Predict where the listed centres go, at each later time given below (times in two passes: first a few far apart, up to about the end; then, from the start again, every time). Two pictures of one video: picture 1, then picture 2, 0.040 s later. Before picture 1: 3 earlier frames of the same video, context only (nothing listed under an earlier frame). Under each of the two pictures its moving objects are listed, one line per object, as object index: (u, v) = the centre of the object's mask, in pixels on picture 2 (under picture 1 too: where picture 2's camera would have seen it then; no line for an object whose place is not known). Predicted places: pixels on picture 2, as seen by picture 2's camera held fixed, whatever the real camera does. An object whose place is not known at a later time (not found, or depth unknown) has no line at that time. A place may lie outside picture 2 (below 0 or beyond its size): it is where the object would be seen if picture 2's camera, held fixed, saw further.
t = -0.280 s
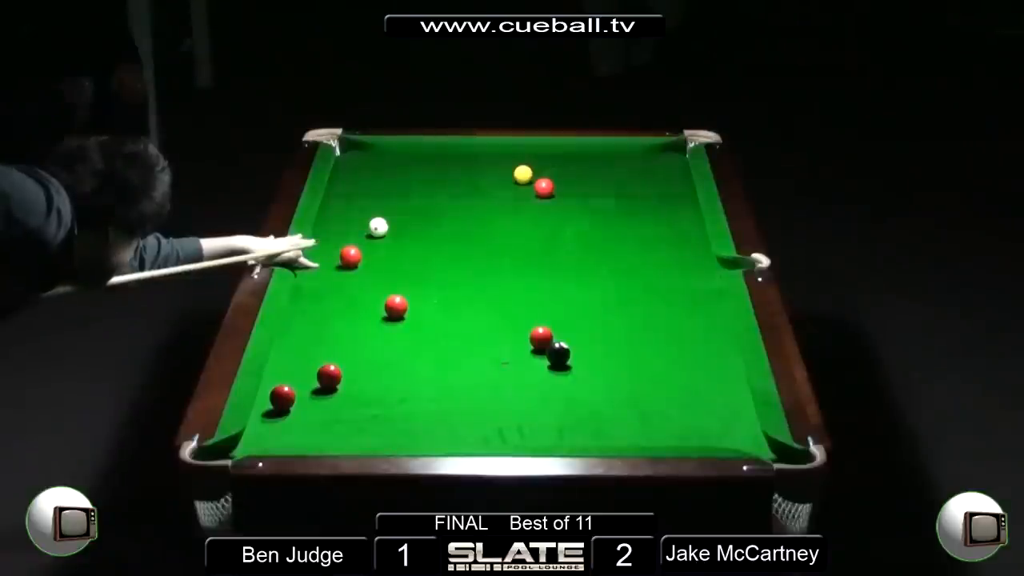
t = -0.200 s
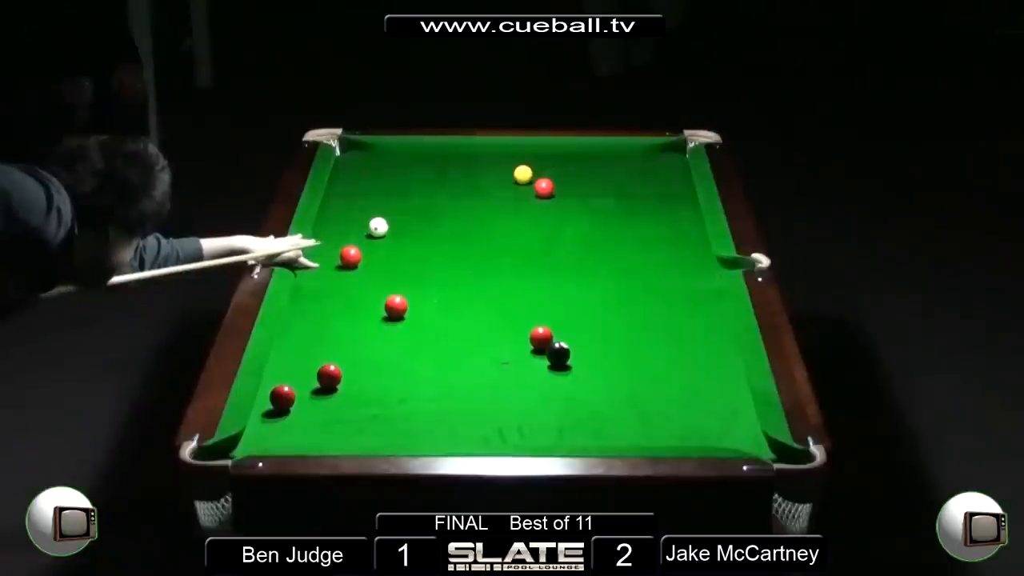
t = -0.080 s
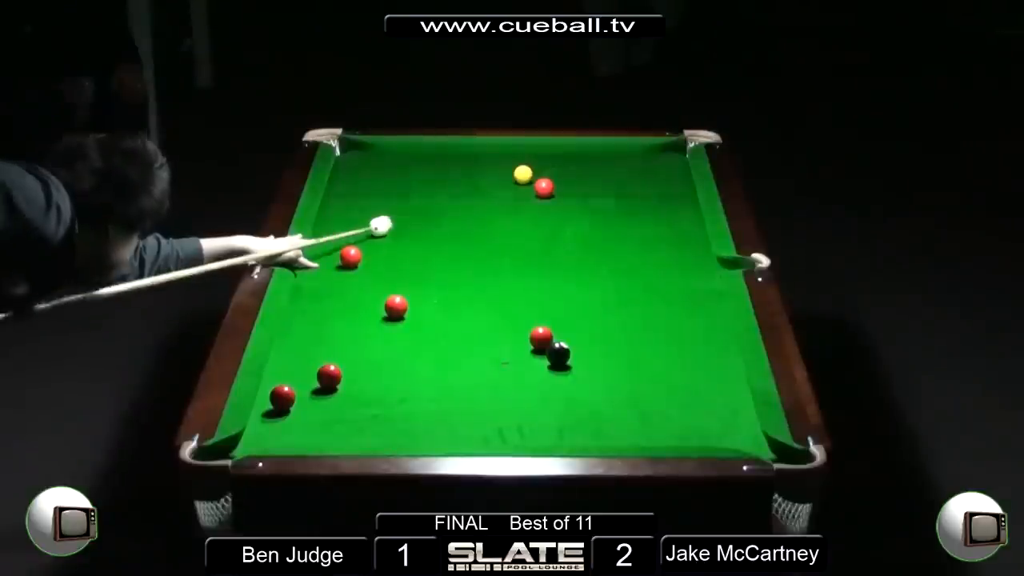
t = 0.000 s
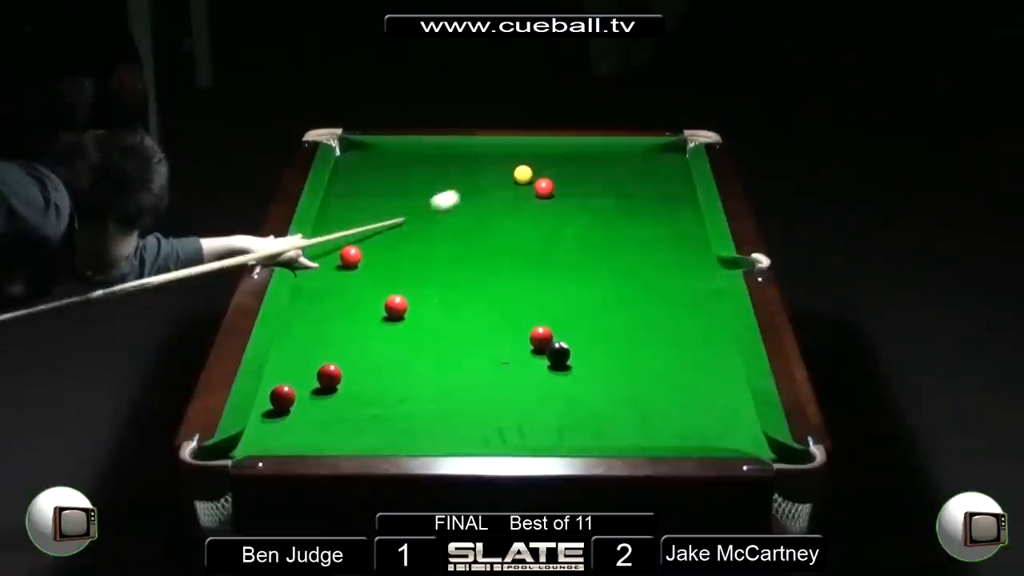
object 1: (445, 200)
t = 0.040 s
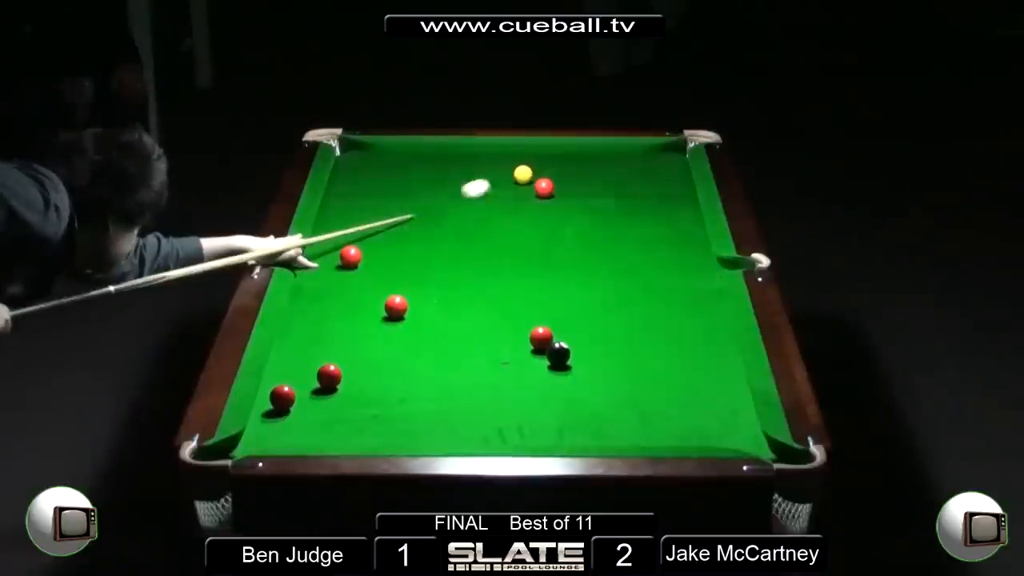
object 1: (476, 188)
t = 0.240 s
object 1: (474, 164)
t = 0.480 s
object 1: (432, 147)
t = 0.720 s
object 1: (383, 157)
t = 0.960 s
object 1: (345, 166)
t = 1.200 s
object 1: (368, 176)
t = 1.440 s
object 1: (391, 186)
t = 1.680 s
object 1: (413, 196)
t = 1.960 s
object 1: (439, 208)
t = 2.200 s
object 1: (461, 217)
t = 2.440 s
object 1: (481, 226)
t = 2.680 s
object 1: (500, 234)
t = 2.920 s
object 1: (518, 243)
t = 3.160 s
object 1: (534, 250)
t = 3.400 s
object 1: (550, 258)
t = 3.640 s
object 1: (563, 265)
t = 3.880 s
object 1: (575, 271)
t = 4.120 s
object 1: (586, 277)
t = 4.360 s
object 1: (596, 283)
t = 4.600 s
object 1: (605, 287)
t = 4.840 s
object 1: (613, 291)
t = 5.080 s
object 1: (619, 294)
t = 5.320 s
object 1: (624, 297)
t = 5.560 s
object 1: (626, 299)
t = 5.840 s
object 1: (628, 300)
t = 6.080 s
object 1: (628, 300)
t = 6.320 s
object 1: (628, 300)
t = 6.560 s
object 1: (628, 300)
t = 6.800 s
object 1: (628, 300)
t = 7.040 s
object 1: (628, 300)
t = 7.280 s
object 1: (628, 300)
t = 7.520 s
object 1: (628, 300)
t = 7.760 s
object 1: (628, 300)
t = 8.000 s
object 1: (628, 300)
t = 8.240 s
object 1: (628, 300)
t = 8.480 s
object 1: (628, 300)
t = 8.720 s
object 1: (628, 300)
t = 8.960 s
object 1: (628, 300)
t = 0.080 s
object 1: (503, 178)
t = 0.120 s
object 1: (498, 174)
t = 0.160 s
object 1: (489, 170)
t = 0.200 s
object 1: (481, 167)
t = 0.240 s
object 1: (474, 164)
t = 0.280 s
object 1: (467, 161)
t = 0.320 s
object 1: (460, 158)
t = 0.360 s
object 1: (453, 155)
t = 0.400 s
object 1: (446, 152)
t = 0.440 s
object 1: (439, 150)
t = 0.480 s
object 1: (432, 147)
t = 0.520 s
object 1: (424, 148)
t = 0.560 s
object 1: (416, 150)
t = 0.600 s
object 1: (408, 152)
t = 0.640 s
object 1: (399, 153)
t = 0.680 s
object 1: (391, 155)
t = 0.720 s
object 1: (383, 157)
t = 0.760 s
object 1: (375, 158)
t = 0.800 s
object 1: (367, 160)
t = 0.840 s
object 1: (358, 162)
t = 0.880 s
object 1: (350, 163)
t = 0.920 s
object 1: (342, 165)
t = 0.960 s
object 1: (345, 166)
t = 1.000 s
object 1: (349, 168)
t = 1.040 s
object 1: (353, 170)
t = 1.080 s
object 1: (357, 172)
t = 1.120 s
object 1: (360, 173)
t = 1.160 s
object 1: (364, 175)
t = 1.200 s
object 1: (368, 176)
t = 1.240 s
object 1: (372, 178)
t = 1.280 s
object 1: (376, 180)
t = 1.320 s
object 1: (380, 182)
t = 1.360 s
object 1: (383, 183)
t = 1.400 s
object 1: (387, 185)
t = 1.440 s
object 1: (391, 186)
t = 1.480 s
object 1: (395, 188)
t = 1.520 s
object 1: (398, 190)
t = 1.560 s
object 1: (402, 192)
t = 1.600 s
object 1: (406, 193)
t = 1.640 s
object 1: (410, 195)
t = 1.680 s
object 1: (413, 196)
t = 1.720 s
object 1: (417, 198)
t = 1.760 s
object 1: (421, 200)
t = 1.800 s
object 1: (425, 201)
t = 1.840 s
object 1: (428, 203)
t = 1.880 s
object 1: (432, 204)
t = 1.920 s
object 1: (436, 206)
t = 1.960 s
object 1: (439, 208)
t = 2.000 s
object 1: (443, 209)
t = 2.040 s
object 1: (447, 211)
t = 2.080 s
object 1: (450, 212)
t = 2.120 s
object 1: (454, 214)
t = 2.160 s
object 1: (457, 215)
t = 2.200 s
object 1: (461, 217)
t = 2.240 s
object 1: (464, 218)
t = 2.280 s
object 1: (468, 220)
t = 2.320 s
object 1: (471, 221)
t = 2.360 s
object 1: (474, 223)
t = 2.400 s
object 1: (478, 224)
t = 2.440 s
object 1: (481, 226)
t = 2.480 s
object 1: (484, 227)
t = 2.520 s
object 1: (488, 229)
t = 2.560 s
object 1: (491, 230)
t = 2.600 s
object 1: (494, 231)
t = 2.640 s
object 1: (497, 233)
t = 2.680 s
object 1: (500, 234)
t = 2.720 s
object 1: (503, 235)
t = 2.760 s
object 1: (506, 237)
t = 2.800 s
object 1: (509, 238)
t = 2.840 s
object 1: (512, 240)
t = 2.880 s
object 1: (515, 241)
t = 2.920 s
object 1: (518, 243)
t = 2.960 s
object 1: (521, 244)
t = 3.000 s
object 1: (524, 245)
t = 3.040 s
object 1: (526, 247)
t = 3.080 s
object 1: (529, 248)
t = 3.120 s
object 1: (532, 249)
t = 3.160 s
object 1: (534, 250)
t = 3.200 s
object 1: (537, 252)
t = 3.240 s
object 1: (540, 253)
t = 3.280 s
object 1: (542, 254)
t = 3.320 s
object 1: (545, 255)
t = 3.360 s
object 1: (547, 257)
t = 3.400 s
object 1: (550, 258)
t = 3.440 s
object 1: (552, 259)
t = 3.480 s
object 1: (554, 260)
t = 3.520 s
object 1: (556, 261)
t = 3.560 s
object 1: (559, 263)
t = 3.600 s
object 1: (561, 264)
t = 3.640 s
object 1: (563, 265)
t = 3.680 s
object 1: (565, 266)
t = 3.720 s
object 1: (567, 267)
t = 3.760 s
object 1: (569, 268)
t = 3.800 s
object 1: (571, 269)
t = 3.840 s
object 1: (573, 270)
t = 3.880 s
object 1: (575, 271)
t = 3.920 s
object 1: (577, 272)
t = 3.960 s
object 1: (579, 273)
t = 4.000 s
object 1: (581, 274)
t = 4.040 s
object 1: (583, 275)
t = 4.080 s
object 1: (585, 276)
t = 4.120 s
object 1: (586, 277)
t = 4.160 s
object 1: (588, 278)
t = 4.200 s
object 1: (590, 279)
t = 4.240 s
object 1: (591, 280)
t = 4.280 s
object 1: (593, 281)
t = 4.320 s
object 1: (595, 282)
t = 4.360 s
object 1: (596, 283)
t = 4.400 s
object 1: (598, 283)
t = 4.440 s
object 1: (599, 284)
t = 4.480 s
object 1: (601, 285)
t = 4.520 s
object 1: (602, 286)
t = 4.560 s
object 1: (603, 287)
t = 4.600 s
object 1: (605, 287)
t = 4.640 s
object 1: (606, 288)
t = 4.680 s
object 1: (608, 288)
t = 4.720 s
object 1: (609, 289)
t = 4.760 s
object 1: (611, 290)
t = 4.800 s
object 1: (612, 291)
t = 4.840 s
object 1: (613, 291)
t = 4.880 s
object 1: (615, 292)
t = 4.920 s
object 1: (615, 292)
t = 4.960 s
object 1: (616, 293)
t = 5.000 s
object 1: (617, 293)
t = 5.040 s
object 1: (618, 294)
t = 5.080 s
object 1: (619, 294)
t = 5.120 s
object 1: (620, 295)
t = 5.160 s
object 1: (621, 296)
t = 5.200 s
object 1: (622, 296)
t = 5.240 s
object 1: (622, 296)
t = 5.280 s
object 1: (623, 297)
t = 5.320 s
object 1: (624, 297)
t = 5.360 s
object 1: (624, 298)
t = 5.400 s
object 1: (625, 298)
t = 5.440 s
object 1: (625, 298)
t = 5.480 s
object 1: (626, 299)
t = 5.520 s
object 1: (626, 299)
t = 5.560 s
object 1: (626, 299)
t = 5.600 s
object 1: (627, 299)
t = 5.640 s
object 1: (627, 300)
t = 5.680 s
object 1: (627, 300)
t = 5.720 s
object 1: (628, 300)
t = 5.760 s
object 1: (628, 300)
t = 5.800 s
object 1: (628, 300)
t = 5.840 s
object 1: (628, 300)
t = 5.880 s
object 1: (628, 300)
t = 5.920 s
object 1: (628, 300)
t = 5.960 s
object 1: (629, 300)
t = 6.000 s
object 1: (628, 300)
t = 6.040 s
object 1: (628, 300)
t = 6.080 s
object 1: (628, 300)
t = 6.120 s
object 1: (628, 300)
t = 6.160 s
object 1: (628, 300)
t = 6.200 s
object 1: (628, 300)
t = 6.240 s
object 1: (628, 300)
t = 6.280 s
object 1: (628, 300)
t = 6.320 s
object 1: (628, 300)
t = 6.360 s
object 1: (628, 300)
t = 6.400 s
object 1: (628, 300)
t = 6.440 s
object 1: (628, 300)
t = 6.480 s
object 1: (628, 300)
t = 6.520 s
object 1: (628, 300)
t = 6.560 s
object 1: (628, 300)
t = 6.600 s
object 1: (628, 300)
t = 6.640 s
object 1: (628, 300)
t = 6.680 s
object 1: (628, 300)
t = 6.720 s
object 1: (628, 300)
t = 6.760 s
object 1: (628, 300)
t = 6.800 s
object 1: (628, 300)
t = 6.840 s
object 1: (628, 300)
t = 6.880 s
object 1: (628, 300)
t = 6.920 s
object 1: (628, 300)
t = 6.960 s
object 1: (628, 300)
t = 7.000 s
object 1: (628, 300)
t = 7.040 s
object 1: (628, 300)
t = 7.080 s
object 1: (628, 300)
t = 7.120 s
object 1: (628, 300)
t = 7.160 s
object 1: (628, 300)
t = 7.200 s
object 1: (628, 300)
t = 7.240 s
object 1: (628, 300)
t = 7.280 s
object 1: (628, 300)
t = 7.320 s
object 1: (628, 300)
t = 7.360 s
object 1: (628, 300)
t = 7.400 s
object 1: (628, 300)
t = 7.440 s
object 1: (628, 300)
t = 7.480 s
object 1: (628, 300)
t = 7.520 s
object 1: (628, 300)
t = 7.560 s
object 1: (628, 300)
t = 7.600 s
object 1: (628, 300)
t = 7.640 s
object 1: (628, 300)
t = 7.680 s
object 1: (628, 300)
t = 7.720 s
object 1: (628, 300)
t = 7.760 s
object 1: (628, 300)
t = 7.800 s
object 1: (628, 300)
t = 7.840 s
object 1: (628, 300)
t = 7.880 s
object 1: (628, 300)
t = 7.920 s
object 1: (628, 300)
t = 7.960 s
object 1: (628, 300)
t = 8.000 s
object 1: (628, 300)
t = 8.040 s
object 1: (628, 300)
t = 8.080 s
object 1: (628, 300)
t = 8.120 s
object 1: (628, 300)
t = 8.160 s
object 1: (628, 300)
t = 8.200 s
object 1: (628, 300)
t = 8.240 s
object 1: (628, 300)
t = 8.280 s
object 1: (628, 300)
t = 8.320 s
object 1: (628, 300)
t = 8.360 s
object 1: (628, 300)
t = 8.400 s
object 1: (628, 300)
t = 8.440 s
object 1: (628, 300)
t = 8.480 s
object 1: (628, 300)
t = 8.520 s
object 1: (628, 300)
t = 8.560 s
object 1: (628, 300)
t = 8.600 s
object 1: (628, 300)
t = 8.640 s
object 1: (628, 300)
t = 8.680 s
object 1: (628, 300)
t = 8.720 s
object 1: (628, 300)
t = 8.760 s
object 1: (628, 300)
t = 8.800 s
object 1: (628, 300)
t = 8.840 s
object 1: (628, 300)
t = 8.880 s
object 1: (628, 300)
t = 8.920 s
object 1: (628, 300)
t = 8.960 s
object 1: (628, 300)
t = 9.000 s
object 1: (628, 300)
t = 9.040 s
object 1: (628, 300)
